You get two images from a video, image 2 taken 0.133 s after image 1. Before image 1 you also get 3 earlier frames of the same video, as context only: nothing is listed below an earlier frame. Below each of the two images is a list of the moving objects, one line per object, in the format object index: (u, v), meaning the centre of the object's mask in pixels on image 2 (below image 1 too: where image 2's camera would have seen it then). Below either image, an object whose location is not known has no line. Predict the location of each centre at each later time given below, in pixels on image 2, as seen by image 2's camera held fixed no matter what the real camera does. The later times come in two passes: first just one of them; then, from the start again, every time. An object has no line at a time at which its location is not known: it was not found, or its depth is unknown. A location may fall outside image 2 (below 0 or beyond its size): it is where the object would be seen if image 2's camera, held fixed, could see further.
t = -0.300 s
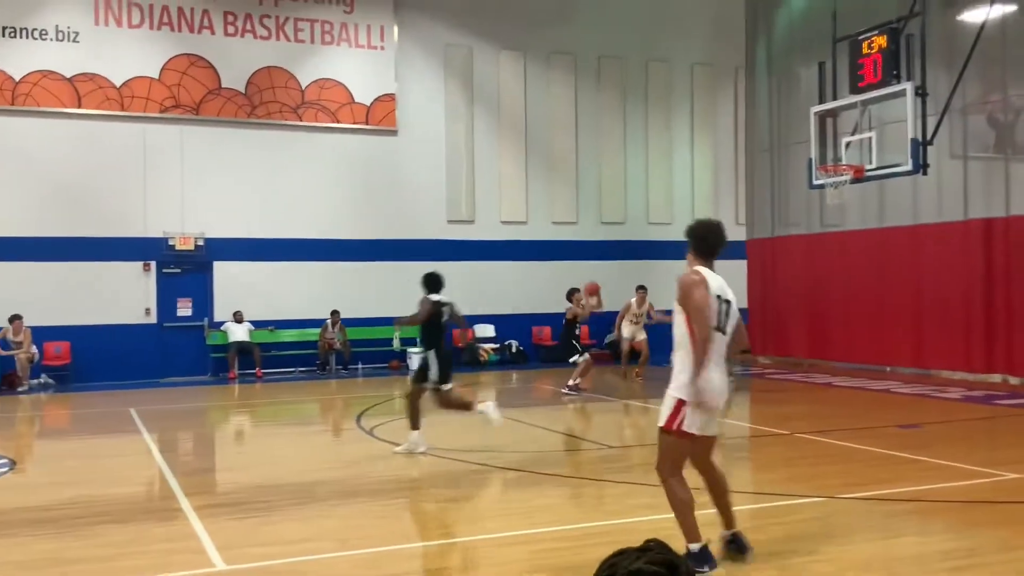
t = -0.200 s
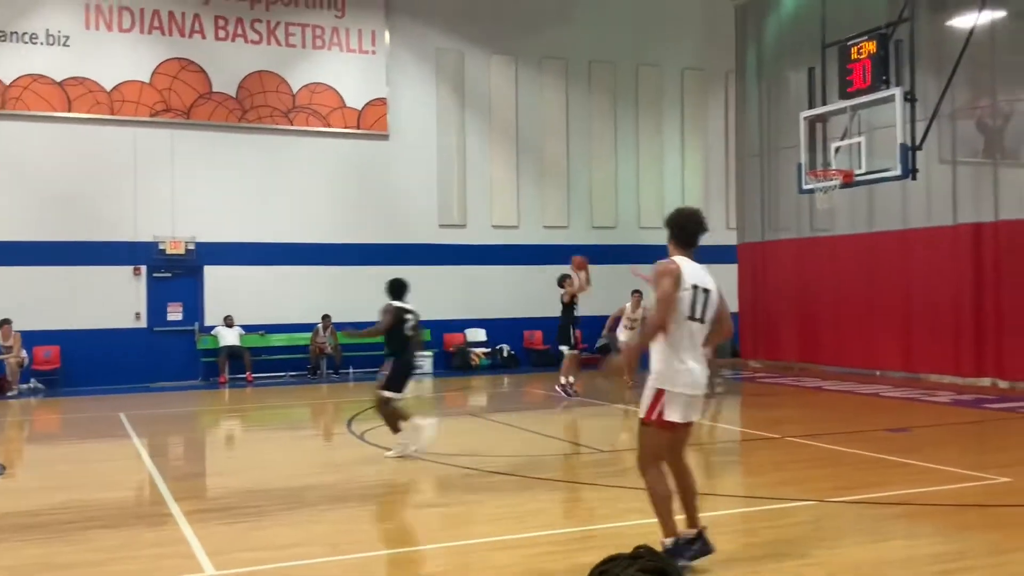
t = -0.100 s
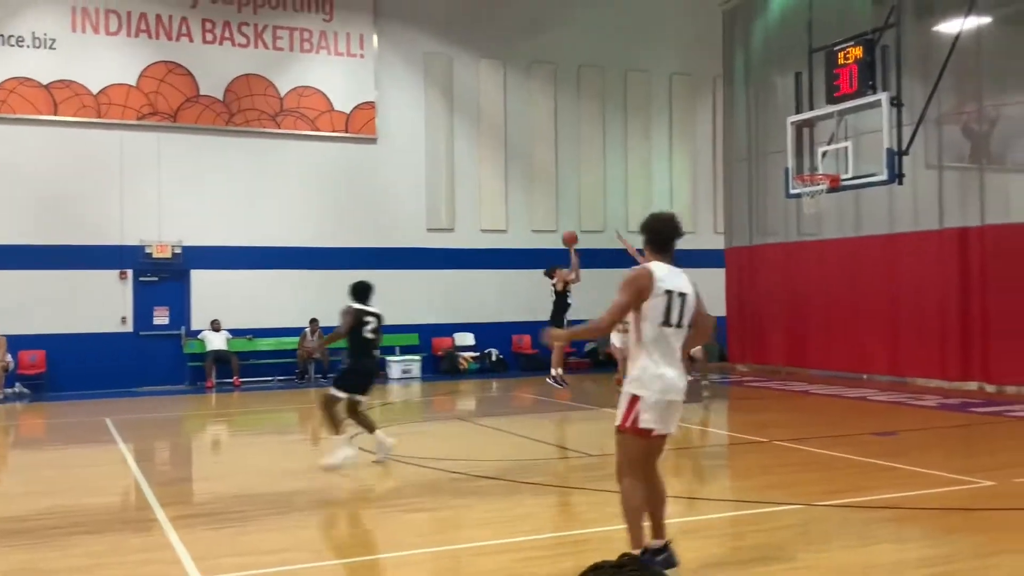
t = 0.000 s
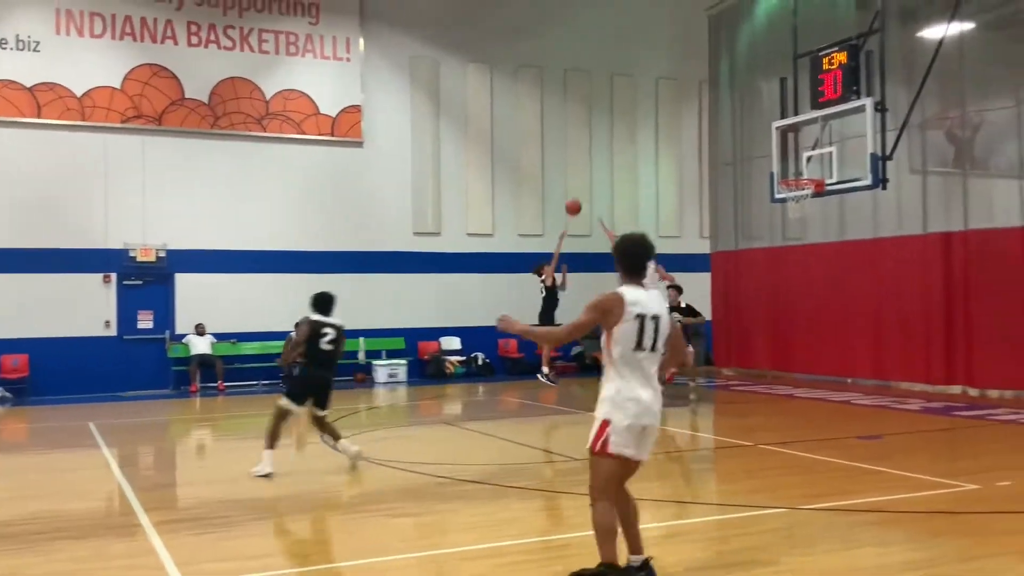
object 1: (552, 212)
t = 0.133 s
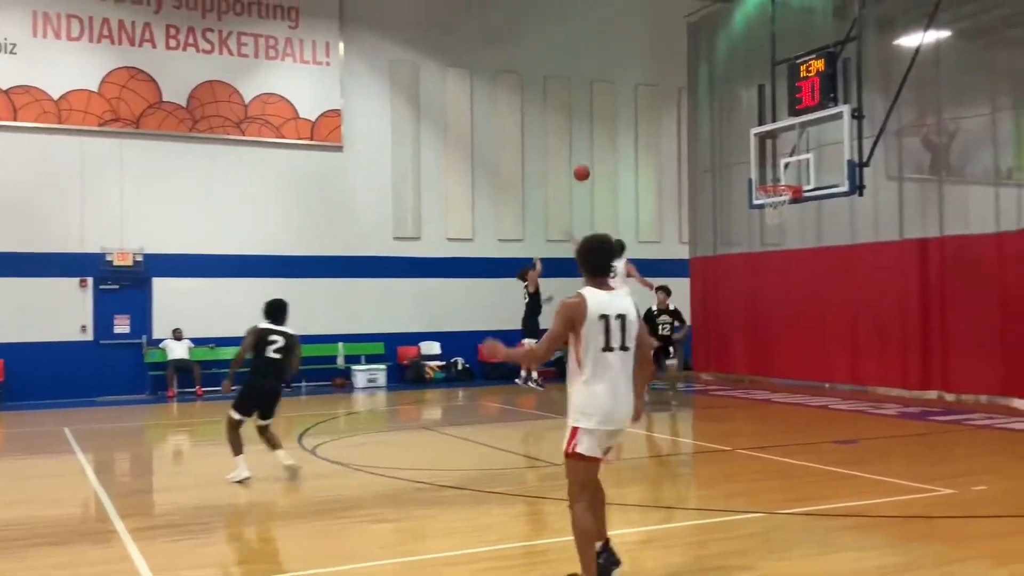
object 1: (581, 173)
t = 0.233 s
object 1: (603, 150)
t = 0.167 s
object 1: (589, 165)
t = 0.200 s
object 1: (596, 157)
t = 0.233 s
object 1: (603, 150)
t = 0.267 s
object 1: (611, 144)
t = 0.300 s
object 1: (618, 139)
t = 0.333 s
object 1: (625, 134)
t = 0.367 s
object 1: (633, 130)
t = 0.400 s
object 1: (640, 127)
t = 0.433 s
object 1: (648, 125)
